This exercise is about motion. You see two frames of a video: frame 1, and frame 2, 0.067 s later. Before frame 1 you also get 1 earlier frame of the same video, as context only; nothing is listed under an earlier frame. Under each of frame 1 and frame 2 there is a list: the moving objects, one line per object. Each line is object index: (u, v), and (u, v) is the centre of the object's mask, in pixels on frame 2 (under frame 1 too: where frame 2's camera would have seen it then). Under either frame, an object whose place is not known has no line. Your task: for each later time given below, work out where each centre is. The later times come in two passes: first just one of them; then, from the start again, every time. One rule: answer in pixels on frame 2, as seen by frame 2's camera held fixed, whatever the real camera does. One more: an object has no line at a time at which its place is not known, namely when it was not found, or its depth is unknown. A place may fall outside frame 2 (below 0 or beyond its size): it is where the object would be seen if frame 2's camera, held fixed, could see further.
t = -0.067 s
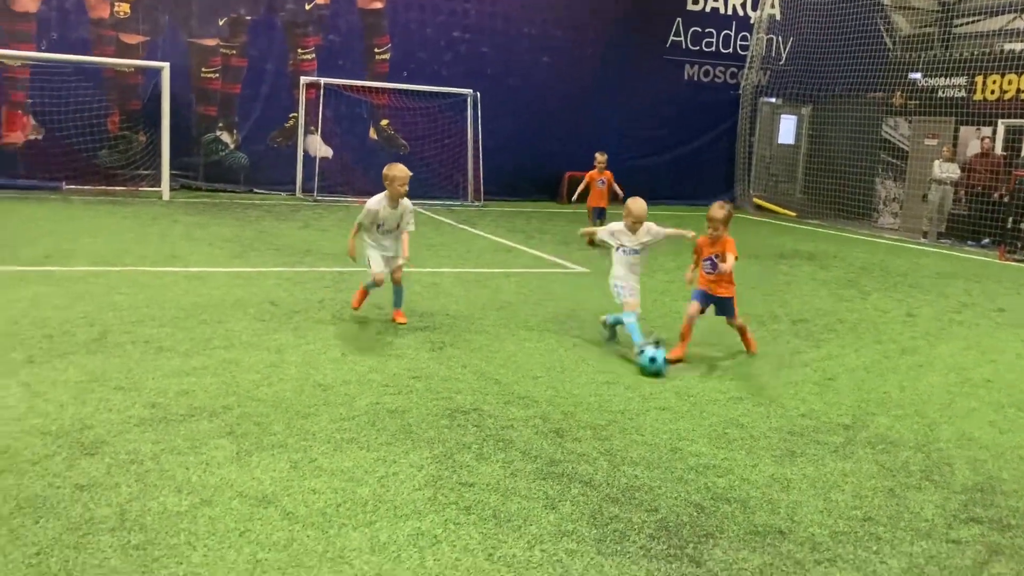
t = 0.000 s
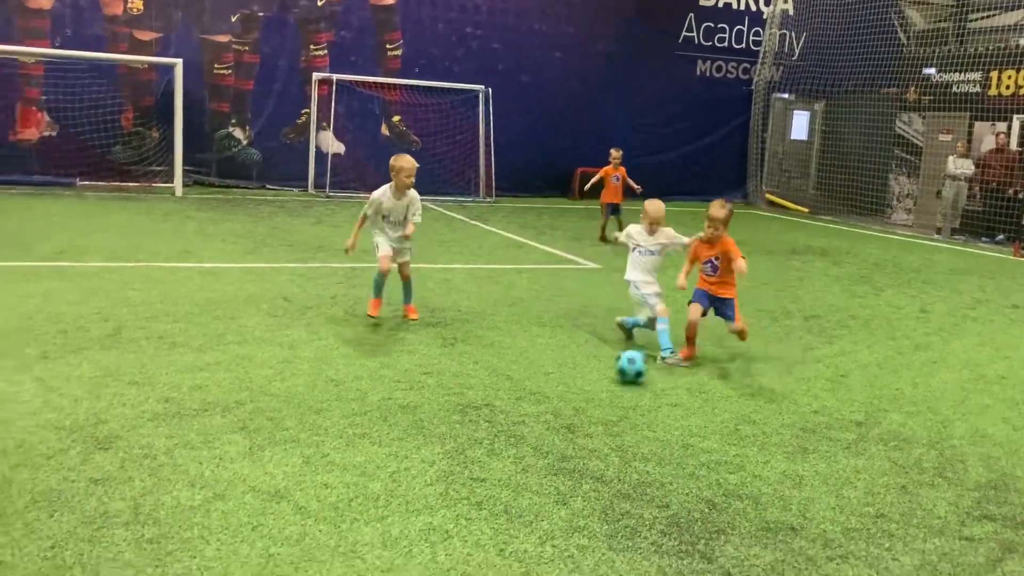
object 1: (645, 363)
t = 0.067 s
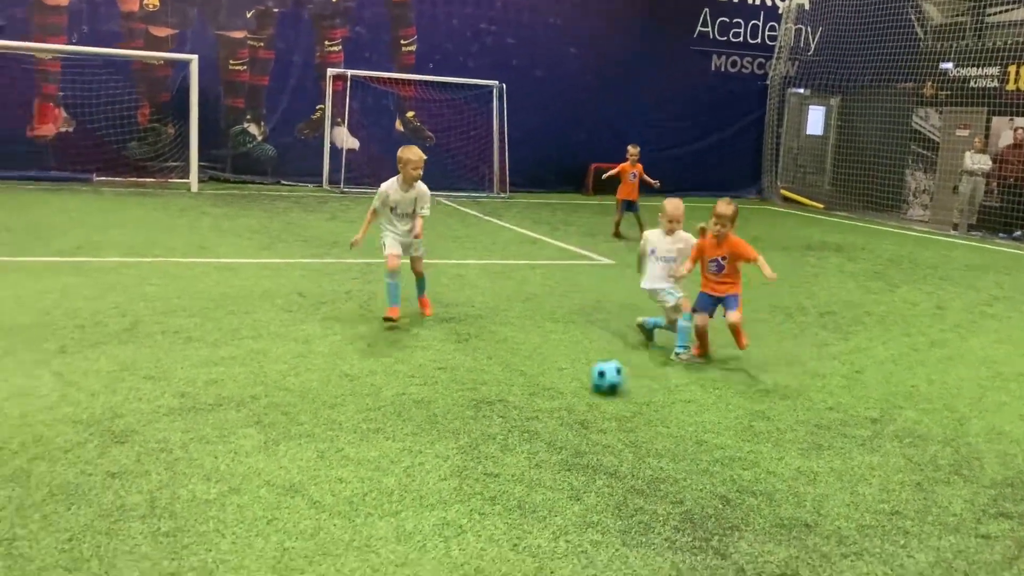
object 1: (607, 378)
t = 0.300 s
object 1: (480, 428)
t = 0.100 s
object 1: (591, 381)
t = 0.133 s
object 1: (574, 386)
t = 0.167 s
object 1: (556, 395)
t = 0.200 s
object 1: (536, 404)
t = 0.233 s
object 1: (517, 411)
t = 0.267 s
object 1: (499, 418)
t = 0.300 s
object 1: (480, 428)
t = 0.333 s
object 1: (462, 433)
